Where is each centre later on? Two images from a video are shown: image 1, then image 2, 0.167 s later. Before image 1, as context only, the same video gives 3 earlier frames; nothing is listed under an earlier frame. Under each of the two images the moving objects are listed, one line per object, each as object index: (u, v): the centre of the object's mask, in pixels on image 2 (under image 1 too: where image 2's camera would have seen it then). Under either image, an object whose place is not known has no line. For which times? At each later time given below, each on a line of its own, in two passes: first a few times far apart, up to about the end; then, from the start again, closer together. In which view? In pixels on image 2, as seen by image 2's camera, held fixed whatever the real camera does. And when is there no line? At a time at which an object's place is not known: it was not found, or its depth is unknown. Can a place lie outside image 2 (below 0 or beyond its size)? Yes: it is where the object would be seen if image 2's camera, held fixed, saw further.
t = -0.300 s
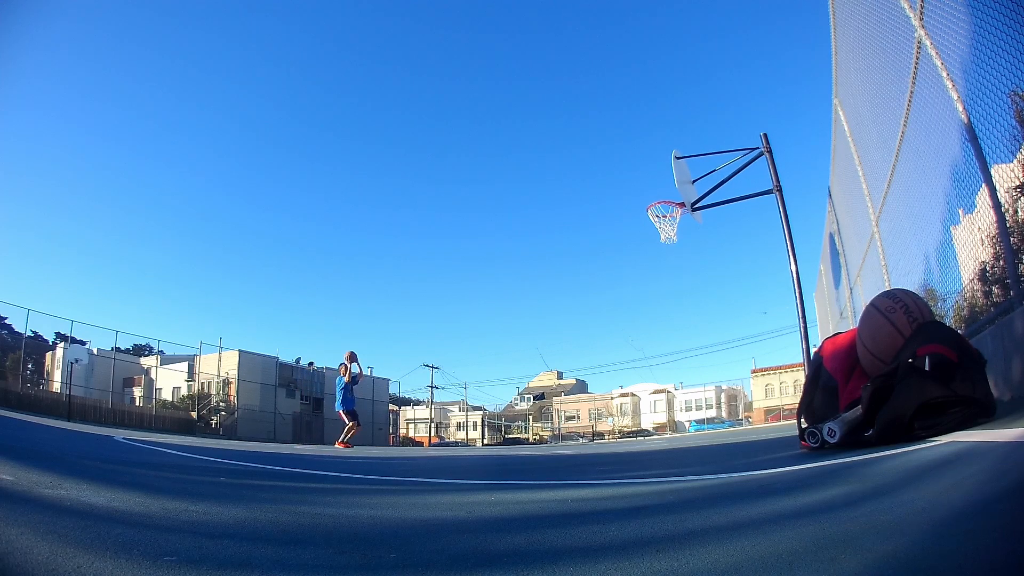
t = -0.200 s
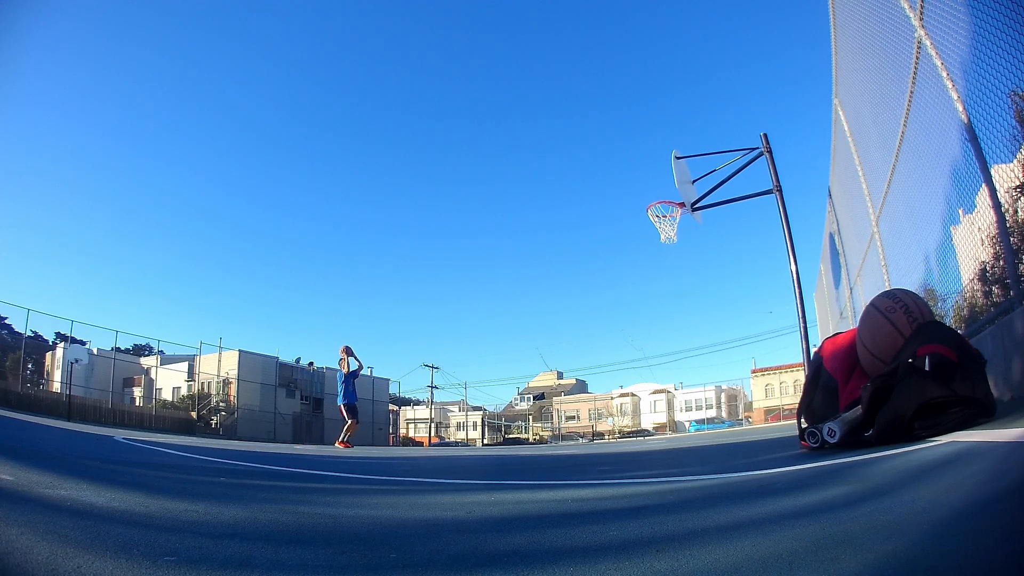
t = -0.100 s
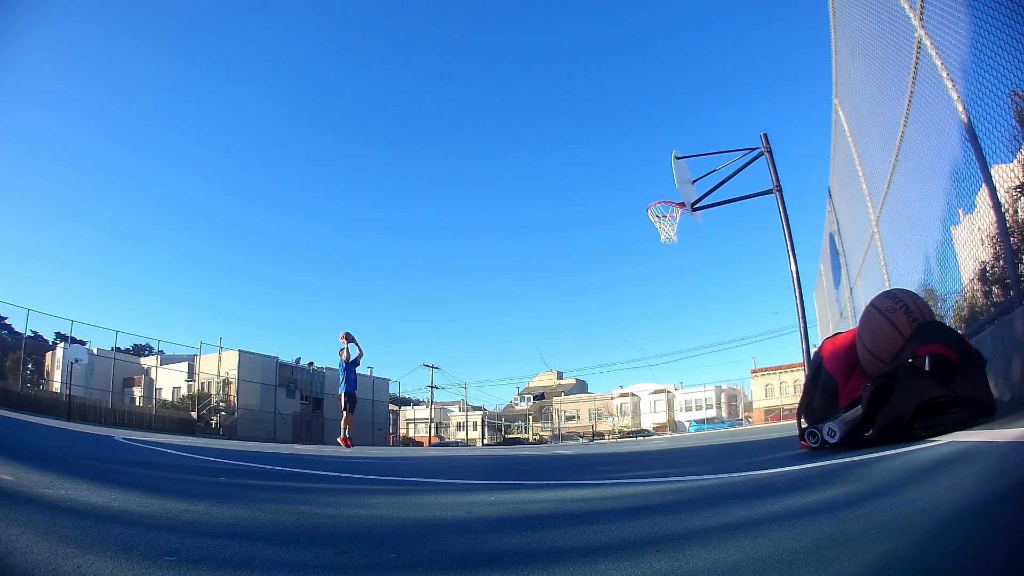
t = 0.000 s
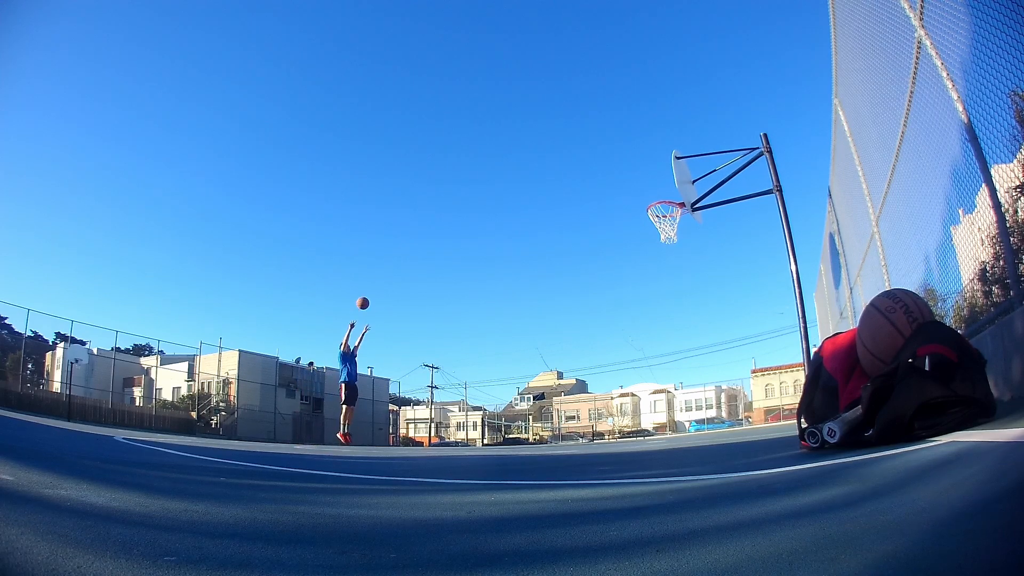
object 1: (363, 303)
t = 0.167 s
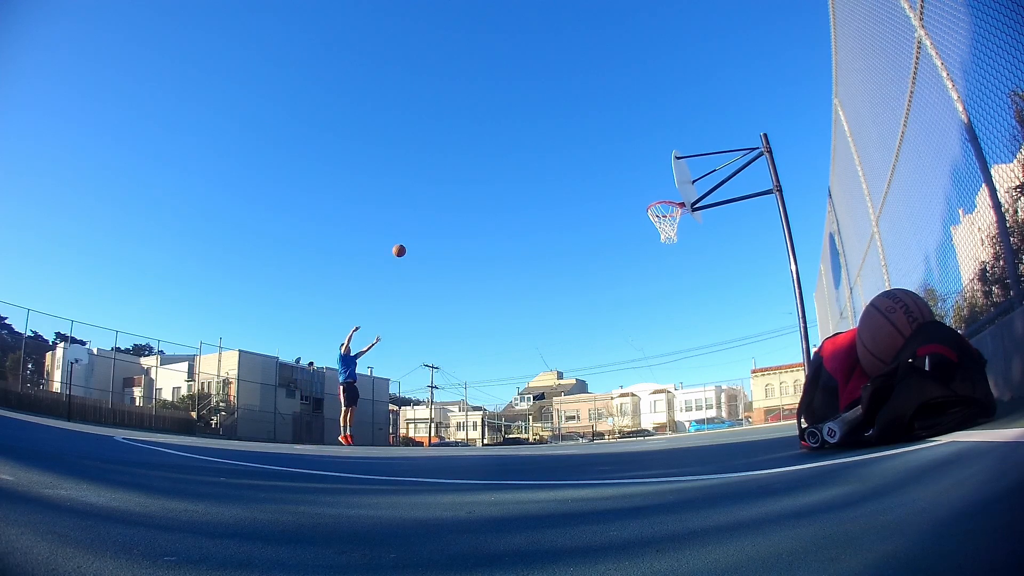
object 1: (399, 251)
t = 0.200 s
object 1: (407, 242)
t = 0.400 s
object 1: (454, 198)
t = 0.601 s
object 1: (506, 173)
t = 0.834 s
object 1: (573, 170)
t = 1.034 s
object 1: (640, 195)
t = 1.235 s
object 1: (680, 220)
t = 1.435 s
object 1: (681, 236)
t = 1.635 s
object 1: (685, 283)
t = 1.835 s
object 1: (692, 365)
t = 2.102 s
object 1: (681, 374)
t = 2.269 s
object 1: (665, 326)
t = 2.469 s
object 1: (647, 297)
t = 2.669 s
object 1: (631, 299)
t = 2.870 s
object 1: (617, 332)
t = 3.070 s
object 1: (603, 400)
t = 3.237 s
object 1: (592, 411)
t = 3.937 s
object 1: (548, 383)
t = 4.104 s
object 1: (539, 439)
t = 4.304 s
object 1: (525, 393)
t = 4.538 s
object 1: (508, 375)
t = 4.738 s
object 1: (494, 398)
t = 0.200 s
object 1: (407, 242)
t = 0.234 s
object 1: (414, 233)
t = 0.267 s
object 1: (422, 225)
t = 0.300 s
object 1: (430, 218)
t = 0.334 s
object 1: (438, 211)
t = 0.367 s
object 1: (446, 204)
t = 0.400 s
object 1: (454, 198)
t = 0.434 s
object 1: (462, 193)
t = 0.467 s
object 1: (471, 187)
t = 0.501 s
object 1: (479, 183)
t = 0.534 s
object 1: (488, 179)
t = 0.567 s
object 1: (497, 176)
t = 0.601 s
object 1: (506, 173)
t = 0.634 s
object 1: (515, 171)
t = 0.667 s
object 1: (524, 169)
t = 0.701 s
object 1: (533, 168)
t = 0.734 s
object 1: (543, 167)
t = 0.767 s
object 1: (553, 168)
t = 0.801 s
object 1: (563, 168)
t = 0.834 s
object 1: (573, 170)
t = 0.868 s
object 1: (584, 172)
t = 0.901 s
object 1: (594, 175)
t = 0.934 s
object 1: (606, 179)
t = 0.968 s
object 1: (617, 183)
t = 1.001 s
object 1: (628, 189)
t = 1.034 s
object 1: (640, 195)
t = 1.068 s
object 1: (651, 200)
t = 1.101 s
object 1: (665, 210)
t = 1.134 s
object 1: (676, 218)
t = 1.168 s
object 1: (680, 220)
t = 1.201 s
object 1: (680, 219)
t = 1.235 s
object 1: (680, 220)
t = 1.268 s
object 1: (679, 221)
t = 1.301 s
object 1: (679, 222)
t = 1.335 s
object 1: (680, 224)
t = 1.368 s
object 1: (680, 227)
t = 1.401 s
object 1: (680, 231)
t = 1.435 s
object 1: (681, 236)
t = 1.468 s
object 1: (681, 242)
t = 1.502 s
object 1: (682, 248)
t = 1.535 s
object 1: (682, 255)
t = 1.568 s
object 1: (683, 264)
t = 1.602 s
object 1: (684, 273)
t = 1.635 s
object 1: (685, 283)
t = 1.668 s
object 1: (686, 294)
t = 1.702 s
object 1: (687, 306)
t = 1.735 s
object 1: (688, 319)
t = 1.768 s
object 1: (690, 333)
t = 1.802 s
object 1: (690, 348)
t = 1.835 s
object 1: (692, 365)
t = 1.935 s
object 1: (694, 420)
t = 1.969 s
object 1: (694, 428)
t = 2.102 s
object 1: (681, 374)
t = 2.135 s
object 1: (678, 363)
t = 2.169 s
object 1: (675, 352)
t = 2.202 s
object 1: (671, 343)
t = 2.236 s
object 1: (668, 334)
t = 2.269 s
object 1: (665, 326)
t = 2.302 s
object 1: (662, 319)
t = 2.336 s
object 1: (659, 313)
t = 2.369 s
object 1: (656, 308)
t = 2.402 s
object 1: (653, 304)
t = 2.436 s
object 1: (650, 300)
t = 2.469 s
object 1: (647, 297)
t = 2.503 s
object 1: (644, 296)
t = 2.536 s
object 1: (641, 295)
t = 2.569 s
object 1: (639, 294)
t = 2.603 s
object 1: (636, 295)
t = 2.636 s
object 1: (633, 297)
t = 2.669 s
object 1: (631, 299)
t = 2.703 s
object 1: (628, 302)
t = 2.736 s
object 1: (626, 307)
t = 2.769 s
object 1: (623, 312)
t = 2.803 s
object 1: (621, 318)
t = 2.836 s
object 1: (619, 324)
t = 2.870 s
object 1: (617, 332)
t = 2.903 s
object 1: (615, 341)
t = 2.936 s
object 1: (612, 351)
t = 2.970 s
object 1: (610, 362)
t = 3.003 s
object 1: (608, 373)
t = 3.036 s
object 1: (606, 386)
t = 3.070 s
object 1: (603, 400)
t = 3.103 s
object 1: (601, 415)
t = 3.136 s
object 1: (599, 431)
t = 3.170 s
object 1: (596, 434)
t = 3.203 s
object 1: (594, 423)
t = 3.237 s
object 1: (592, 411)
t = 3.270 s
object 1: (590, 401)
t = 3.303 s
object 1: (587, 391)
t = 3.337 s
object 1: (585, 383)
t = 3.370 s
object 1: (583, 375)
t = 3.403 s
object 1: (580, 368)
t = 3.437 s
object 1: (578, 362)
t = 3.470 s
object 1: (576, 357)
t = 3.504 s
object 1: (574, 353)
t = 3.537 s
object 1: (572, 350)
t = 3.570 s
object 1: (570, 347)
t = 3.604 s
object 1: (568, 346)
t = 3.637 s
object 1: (566, 345)
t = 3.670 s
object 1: (564, 346)
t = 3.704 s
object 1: (562, 347)
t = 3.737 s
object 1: (560, 349)
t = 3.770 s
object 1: (558, 352)
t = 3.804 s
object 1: (556, 356)
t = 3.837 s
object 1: (554, 362)
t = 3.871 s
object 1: (552, 368)
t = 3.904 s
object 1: (550, 375)
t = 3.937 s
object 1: (548, 383)
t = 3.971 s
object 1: (546, 392)
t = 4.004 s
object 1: (544, 403)
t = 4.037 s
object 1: (542, 414)
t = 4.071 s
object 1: (540, 426)
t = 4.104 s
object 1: (539, 439)
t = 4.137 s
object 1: (537, 434)
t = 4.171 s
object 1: (534, 424)
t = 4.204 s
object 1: (532, 415)
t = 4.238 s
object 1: (529, 407)
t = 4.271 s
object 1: (527, 399)
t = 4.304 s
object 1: (525, 393)
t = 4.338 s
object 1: (522, 388)
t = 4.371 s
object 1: (520, 383)
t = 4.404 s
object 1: (518, 380)
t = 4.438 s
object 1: (515, 377)
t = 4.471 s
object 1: (513, 375)
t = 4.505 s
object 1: (510, 375)
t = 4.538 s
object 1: (508, 375)
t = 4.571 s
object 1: (506, 377)
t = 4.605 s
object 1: (503, 379)
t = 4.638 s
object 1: (501, 382)
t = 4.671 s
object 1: (499, 387)
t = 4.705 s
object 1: (496, 392)
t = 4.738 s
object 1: (494, 398)
